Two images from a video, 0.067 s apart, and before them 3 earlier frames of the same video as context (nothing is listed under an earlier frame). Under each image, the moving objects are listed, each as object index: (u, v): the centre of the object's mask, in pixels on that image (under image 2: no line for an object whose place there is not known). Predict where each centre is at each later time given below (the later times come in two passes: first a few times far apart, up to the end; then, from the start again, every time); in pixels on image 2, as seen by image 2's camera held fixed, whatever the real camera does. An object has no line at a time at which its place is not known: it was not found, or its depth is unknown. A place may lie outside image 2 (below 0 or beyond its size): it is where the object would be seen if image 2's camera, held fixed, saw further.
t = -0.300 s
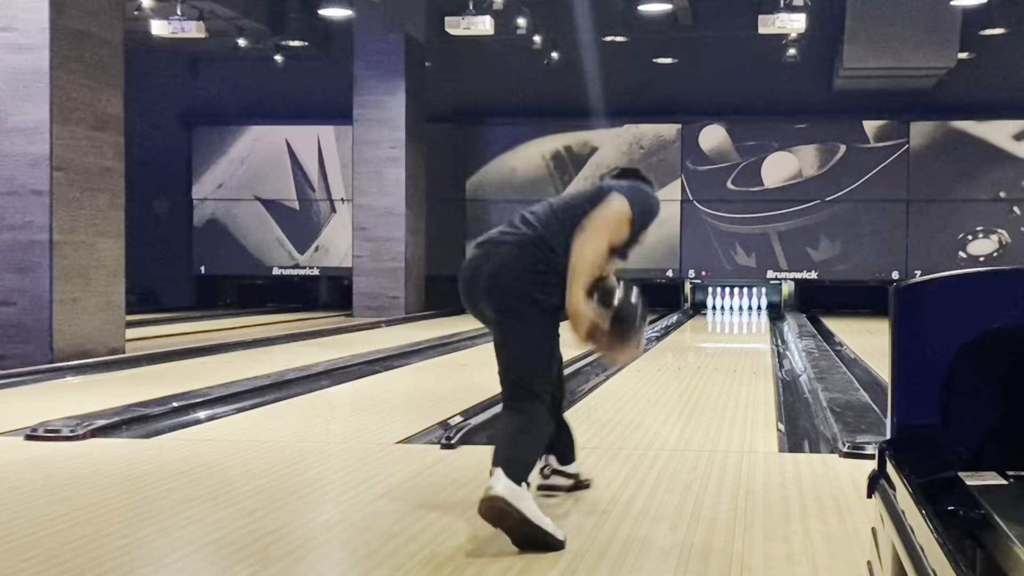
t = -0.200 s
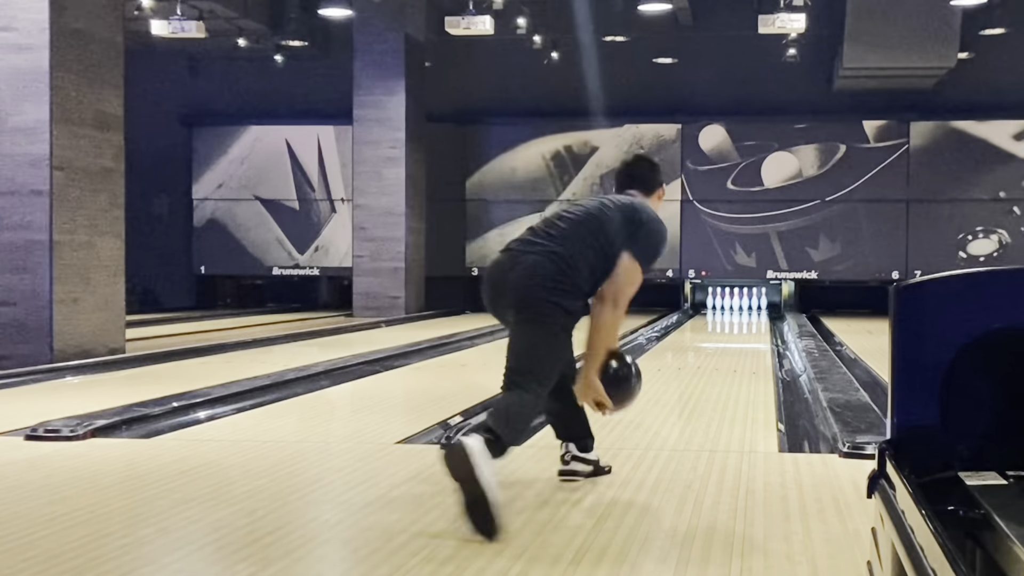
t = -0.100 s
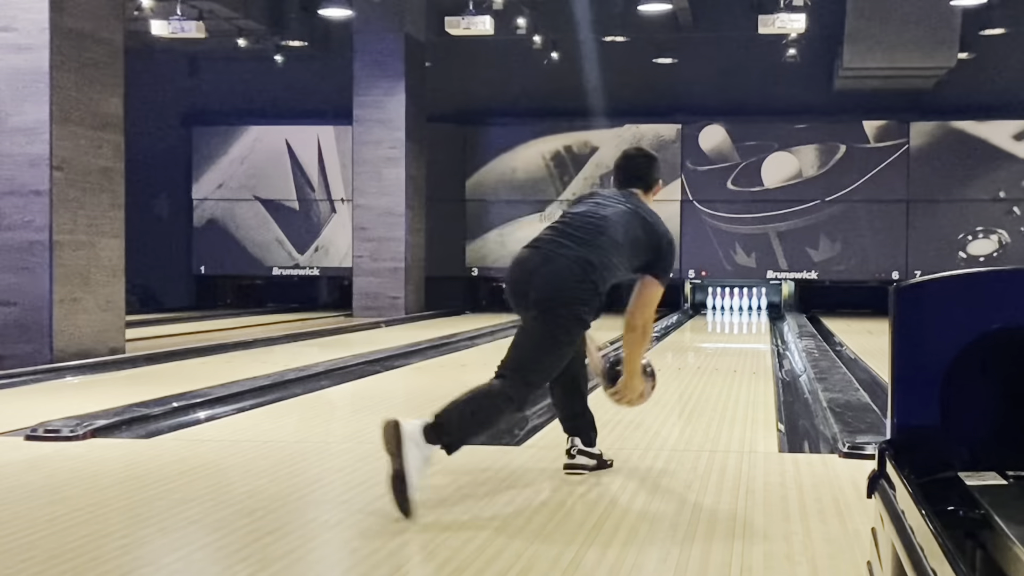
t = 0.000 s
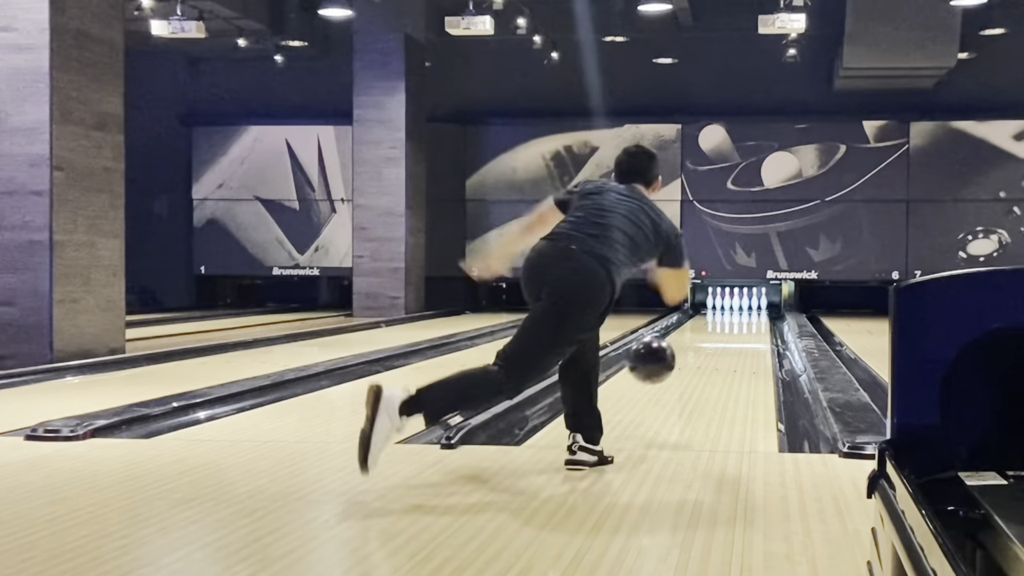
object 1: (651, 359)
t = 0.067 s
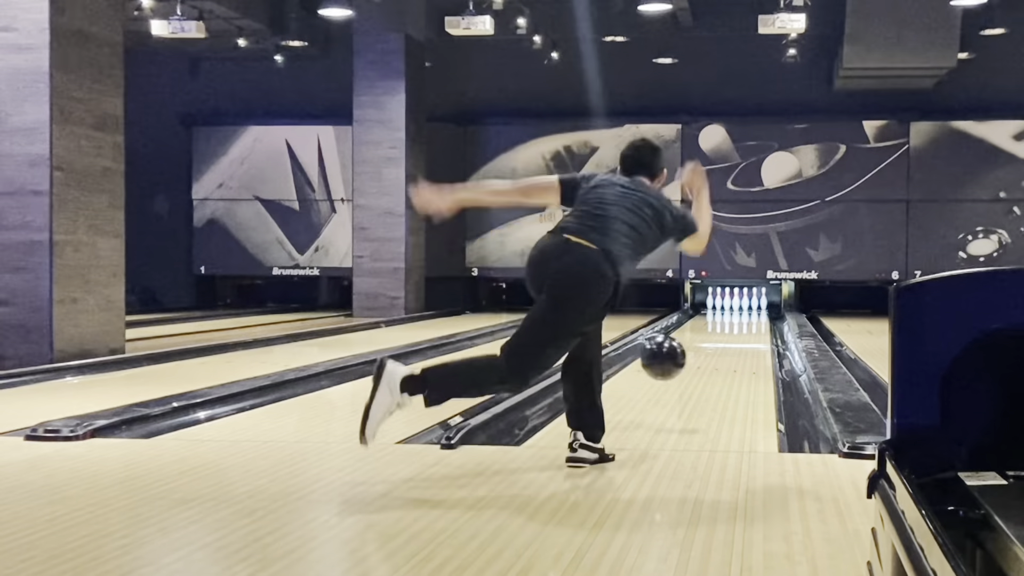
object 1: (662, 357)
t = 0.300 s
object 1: (694, 373)
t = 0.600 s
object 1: (718, 353)
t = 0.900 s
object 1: (733, 339)
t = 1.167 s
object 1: (742, 330)
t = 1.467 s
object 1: (749, 322)
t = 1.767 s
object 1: (753, 316)
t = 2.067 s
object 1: (753, 311)
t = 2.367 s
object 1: (748, 307)
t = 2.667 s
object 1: (745, 305)
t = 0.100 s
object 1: (668, 360)
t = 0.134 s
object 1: (673, 365)
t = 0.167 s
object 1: (678, 371)
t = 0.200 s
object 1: (682, 379)
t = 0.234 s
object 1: (686, 382)
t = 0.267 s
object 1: (690, 376)
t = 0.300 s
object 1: (694, 373)
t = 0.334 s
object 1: (697, 373)
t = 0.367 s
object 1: (700, 369)
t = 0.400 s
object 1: (703, 367)
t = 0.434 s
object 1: (706, 364)
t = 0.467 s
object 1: (709, 362)
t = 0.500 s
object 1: (711, 360)
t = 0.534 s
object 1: (714, 357)
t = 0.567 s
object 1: (716, 355)
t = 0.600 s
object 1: (718, 353)
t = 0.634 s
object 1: (720, 352)
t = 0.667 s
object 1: (722, 350)
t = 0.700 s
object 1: (724, 348)
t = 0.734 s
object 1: (725, 347)
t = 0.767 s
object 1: (727, 345)
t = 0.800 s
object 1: (729, 343)
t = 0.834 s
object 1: (730, 342)
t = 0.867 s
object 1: (732, 341)
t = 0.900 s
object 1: (733, 339)
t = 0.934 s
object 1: (734, 338)
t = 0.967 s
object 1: (736, 337)
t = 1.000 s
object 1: (737, 335)
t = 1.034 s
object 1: (738, 334)
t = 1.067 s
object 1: (739, 333)
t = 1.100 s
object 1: (740, 332)
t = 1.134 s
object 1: (741, 331)
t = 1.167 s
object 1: (742, 330)
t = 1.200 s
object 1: (743, 329)
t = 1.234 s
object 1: (744, 328)
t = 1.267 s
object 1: (744, 327)
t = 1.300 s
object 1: (745, 326)
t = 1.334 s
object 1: (746, 325)
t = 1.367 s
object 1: (747, 324)
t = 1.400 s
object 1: (748, 323)
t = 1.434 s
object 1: (748, 322)
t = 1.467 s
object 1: (749, 322)
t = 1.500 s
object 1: (749, 321)
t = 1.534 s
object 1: (750, 320)
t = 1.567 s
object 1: (750, 319)
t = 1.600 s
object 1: (751, 319)
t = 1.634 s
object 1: (751, 318)
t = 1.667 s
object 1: (751, 317)
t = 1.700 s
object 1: (752, 317)
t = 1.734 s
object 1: (752, 316)
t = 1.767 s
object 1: (753, 316)
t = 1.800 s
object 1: (753, 315)
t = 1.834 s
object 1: (753, 314)
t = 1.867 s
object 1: (753, 314)
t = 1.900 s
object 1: (754, 313)
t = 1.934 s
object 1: (754, 313)
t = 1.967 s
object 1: (754, 312)
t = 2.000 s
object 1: (754, 312)
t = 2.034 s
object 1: (754, 311)
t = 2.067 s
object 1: (753, 311)
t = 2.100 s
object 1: (753, 311)
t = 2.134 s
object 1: (753, 310)
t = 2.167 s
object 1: (752, 309)
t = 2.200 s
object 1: (752, 309)
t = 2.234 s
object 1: (751, 309)
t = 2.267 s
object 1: (750, 308)
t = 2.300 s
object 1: (749, 308)
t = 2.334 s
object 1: (748, 308)
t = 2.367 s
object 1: (748, 307)
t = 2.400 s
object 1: (747, 307)
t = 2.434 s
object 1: (746, 307)
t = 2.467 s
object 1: (745, 306)
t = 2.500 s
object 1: (745, 307)
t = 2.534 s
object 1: (744, 305)
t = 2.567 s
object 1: (744, 305)
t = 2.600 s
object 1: (743, 305)
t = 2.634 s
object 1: (744, 305)
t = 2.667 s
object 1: (745, 305)
